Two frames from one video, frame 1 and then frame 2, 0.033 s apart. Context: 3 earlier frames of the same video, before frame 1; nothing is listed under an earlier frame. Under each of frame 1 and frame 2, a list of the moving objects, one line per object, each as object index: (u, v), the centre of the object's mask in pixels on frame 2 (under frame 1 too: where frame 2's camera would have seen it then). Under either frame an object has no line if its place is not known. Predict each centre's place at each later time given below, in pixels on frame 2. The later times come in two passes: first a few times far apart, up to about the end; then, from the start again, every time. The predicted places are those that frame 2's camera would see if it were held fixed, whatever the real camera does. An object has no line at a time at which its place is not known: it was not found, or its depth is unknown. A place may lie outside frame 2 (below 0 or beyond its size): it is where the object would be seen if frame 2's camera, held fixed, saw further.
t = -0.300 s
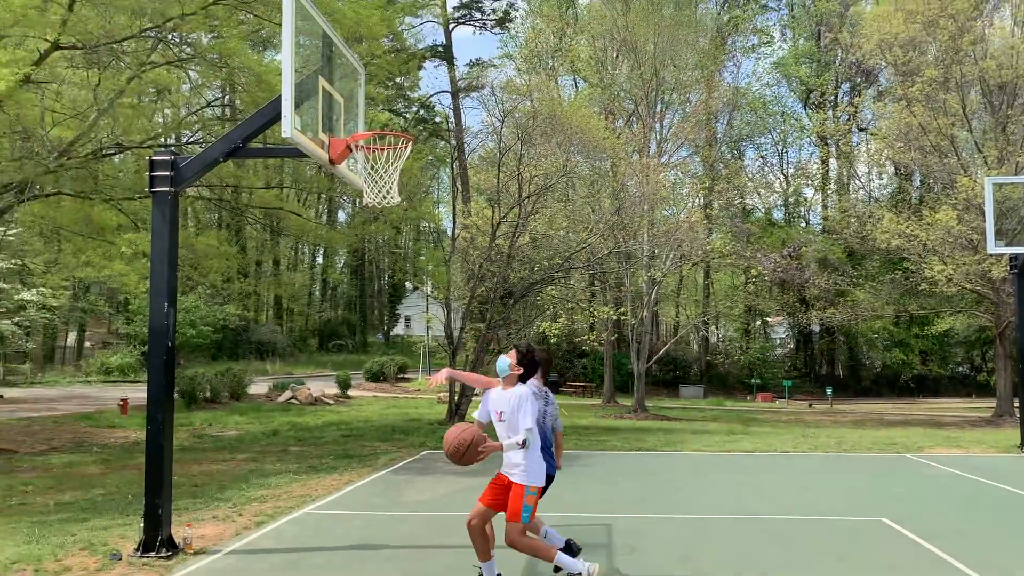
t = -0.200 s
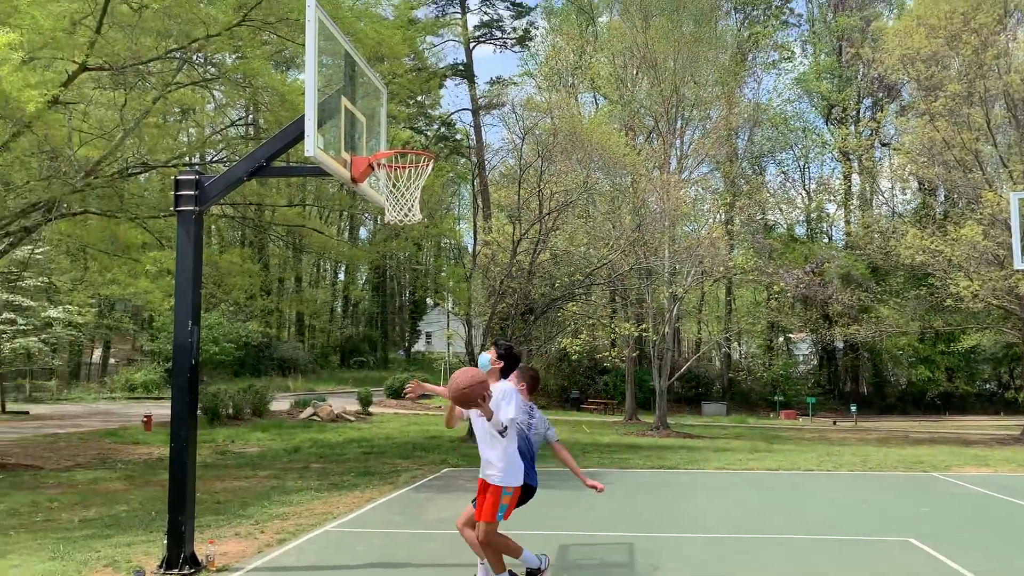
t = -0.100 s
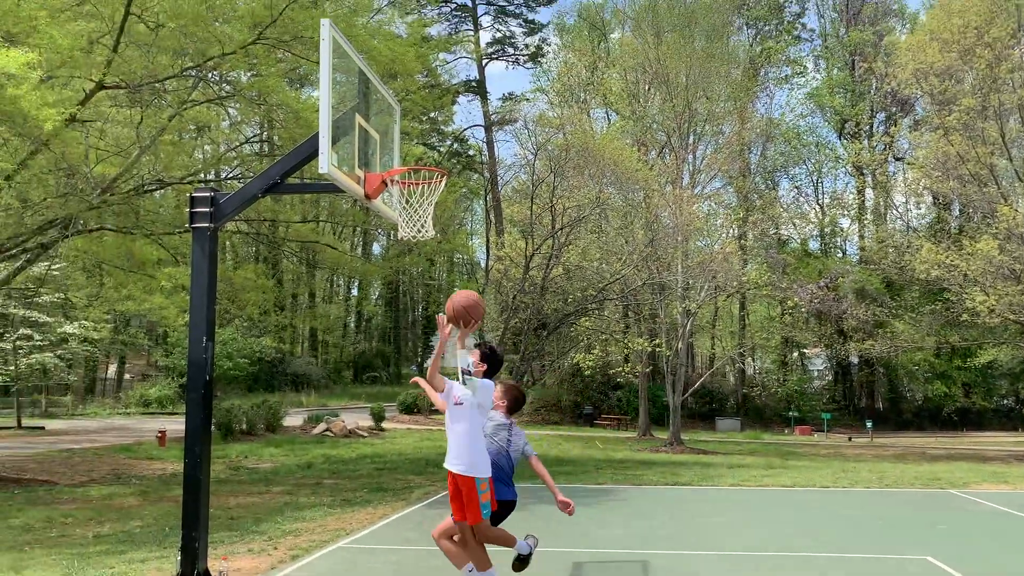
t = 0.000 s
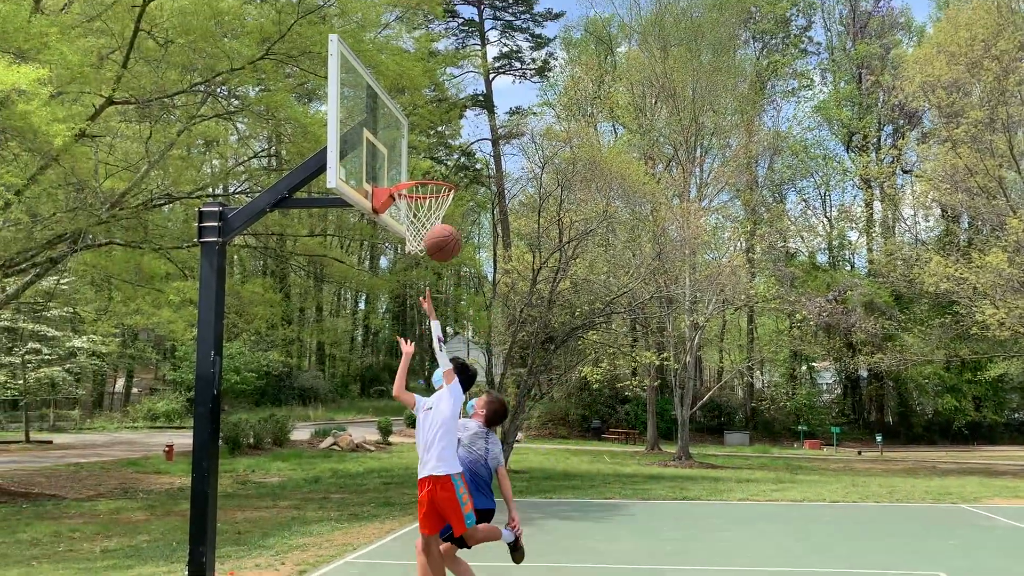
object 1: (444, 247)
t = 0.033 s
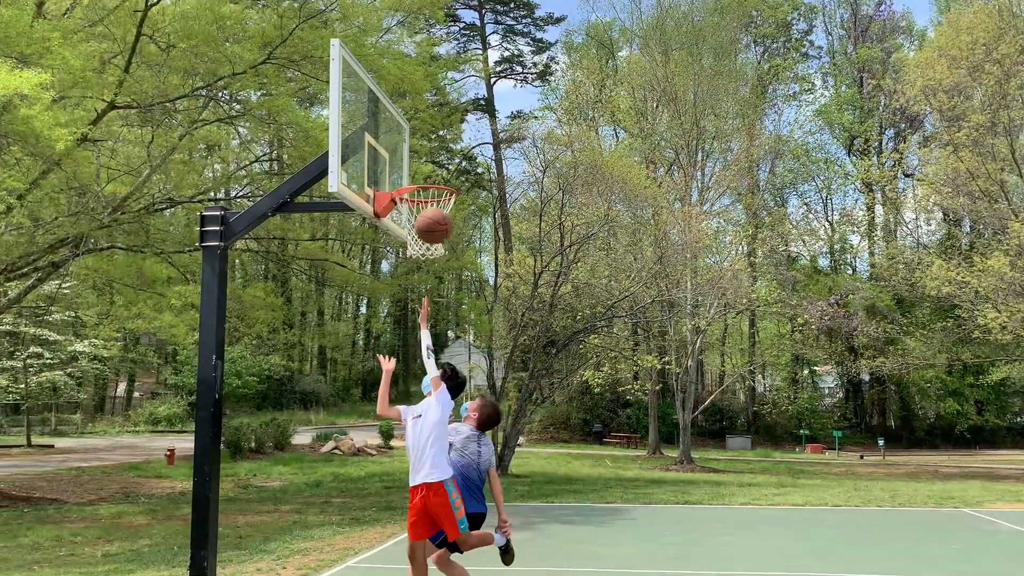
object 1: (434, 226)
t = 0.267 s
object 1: (370, 135)
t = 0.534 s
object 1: (458, 175)
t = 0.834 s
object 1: (544, 254)
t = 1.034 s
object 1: (602, 366)
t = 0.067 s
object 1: (424, 207)
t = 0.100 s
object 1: (415, 190)
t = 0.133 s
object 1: (405, 175)
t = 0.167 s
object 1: (396, 162)
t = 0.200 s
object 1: (387, 152)
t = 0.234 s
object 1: (378, 142)
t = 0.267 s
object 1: (370, 135)
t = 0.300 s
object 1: (380, 135)
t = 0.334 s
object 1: (392, 136)
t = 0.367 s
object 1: (403, 140)
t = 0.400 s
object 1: (414, 144)
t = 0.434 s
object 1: (425, 150)
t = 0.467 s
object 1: (436, 157)
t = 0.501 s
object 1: (447, 165)
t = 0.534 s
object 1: (458, 175)
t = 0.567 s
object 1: (467, 180)
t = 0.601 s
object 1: (478, 184)
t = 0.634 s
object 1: (487, 190)
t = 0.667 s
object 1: (496, 198)
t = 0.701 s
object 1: (506, 207)
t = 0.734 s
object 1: (516, 217)
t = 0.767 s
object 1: (526, 228)
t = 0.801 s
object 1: (535, 240)
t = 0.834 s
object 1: (544, 254)
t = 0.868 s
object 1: (554, 270)
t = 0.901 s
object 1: (564, 286)
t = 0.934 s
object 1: (573, 304)
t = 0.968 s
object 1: (583, 324)
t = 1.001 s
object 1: (592, 344)
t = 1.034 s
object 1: (602, 366)
